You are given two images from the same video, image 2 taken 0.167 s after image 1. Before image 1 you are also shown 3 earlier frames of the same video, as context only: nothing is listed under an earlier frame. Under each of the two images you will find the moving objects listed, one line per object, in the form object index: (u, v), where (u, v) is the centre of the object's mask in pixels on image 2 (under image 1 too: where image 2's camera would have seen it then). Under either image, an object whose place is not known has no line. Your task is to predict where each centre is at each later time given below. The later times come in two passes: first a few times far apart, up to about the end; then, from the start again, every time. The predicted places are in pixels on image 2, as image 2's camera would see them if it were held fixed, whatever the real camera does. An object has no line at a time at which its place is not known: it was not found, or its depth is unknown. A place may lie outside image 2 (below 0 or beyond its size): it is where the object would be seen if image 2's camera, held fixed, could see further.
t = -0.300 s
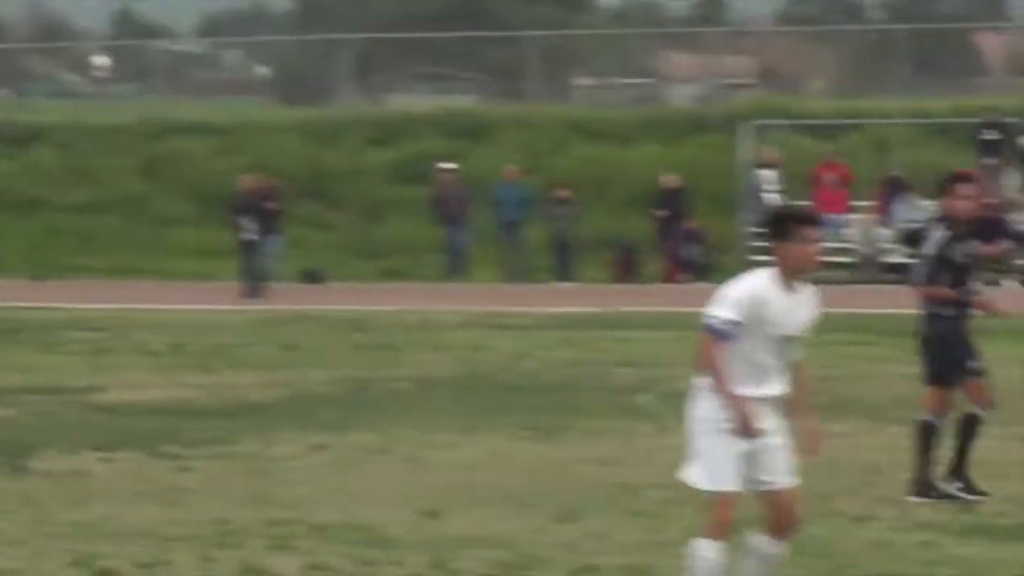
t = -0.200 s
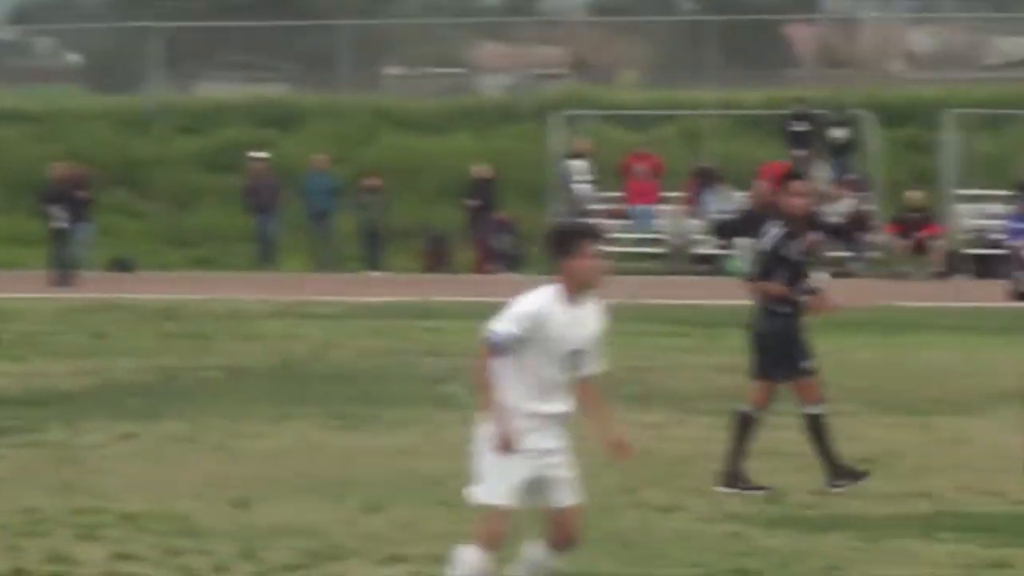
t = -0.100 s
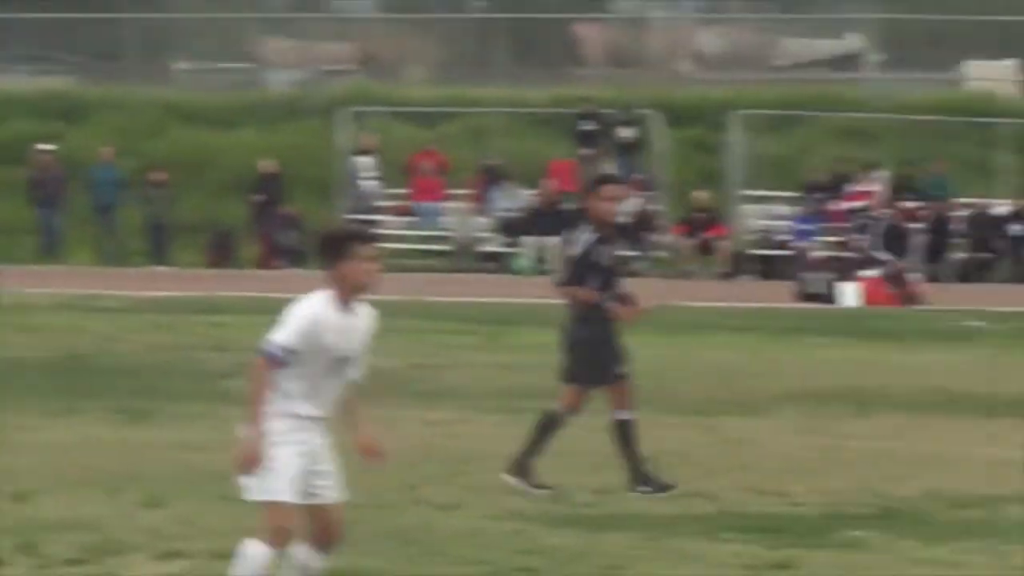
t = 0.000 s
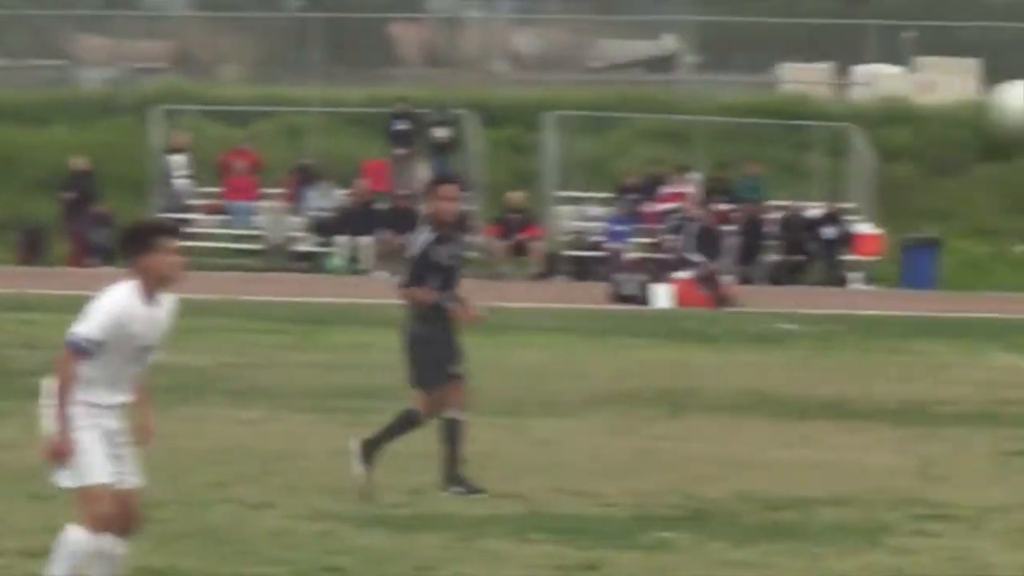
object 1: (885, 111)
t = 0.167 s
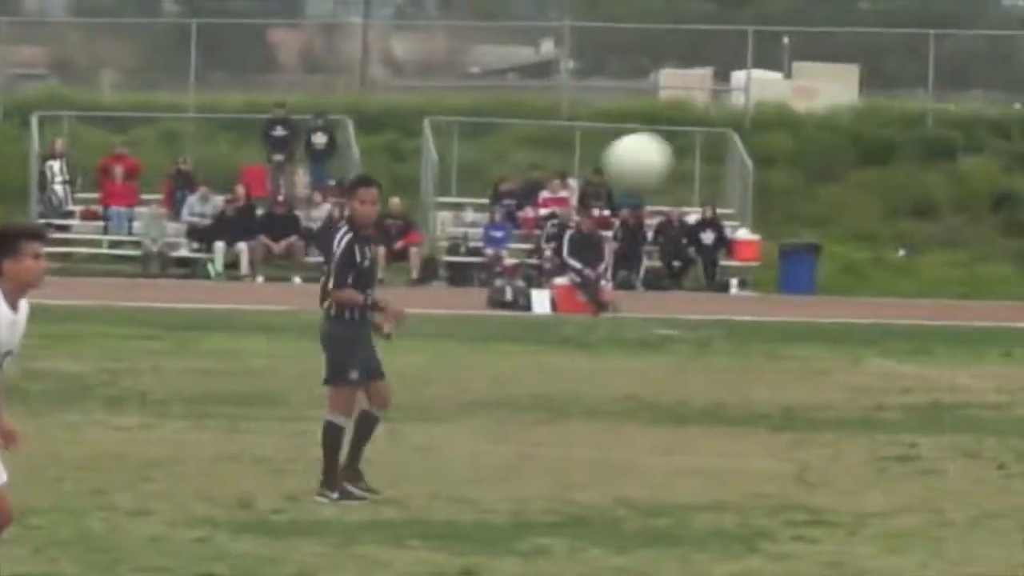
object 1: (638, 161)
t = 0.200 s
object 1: (586, 179)
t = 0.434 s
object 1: (231, 374)
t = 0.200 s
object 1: (586, 179)
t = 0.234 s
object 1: (535, 202)
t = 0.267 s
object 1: (485, 225)
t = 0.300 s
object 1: (432, 249)
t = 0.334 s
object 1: (382, 274)
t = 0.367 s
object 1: (333, 304)
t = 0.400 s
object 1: (279, 338)
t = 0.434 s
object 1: (231, 374)
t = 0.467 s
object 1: (177, 414)
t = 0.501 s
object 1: (126, 454)
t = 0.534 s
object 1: (75, 499)
